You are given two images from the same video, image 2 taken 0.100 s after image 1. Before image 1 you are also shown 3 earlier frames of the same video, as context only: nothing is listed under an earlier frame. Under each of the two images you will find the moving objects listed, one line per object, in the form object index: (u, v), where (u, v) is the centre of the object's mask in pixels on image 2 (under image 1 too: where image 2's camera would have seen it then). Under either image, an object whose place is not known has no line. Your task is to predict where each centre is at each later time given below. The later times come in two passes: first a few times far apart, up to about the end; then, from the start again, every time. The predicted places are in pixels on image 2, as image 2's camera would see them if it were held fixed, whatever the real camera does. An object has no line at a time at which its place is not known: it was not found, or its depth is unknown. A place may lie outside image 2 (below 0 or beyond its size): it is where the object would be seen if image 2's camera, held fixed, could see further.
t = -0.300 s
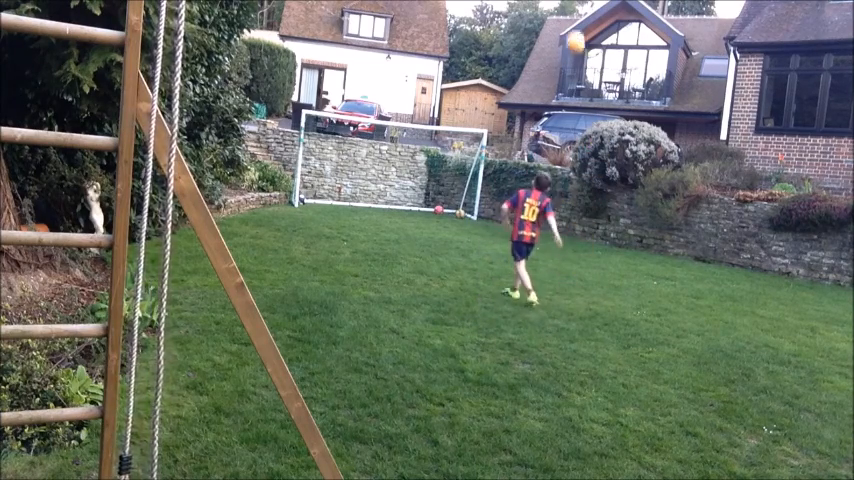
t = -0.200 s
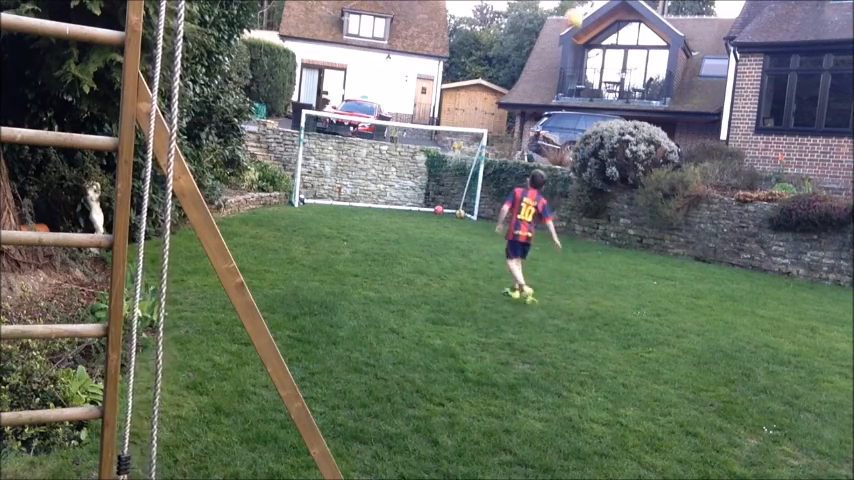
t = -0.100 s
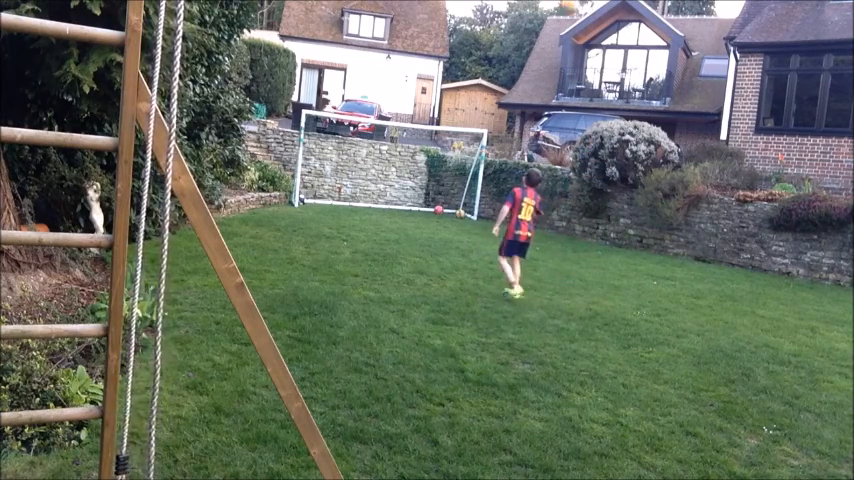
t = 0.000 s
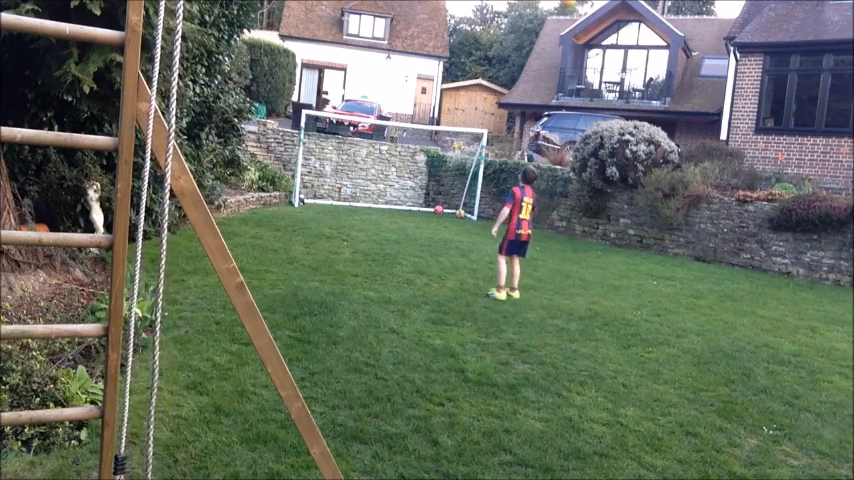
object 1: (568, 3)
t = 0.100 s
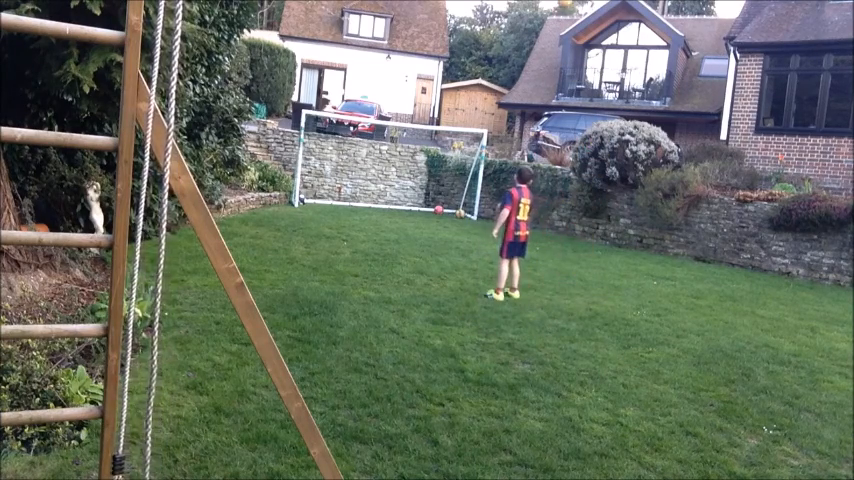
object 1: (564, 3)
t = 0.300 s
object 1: (555, 20)
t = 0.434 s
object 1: (549, 45)
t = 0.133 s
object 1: (564, 3)
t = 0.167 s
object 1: (563, 5)
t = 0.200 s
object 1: (561, 5)
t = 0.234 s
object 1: (558, 9)
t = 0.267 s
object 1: (557, 14)
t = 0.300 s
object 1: (555, 20)
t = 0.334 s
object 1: (554, 24)
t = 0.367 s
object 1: (552, 31)
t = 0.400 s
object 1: (551, 38)
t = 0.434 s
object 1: (549, 45)
